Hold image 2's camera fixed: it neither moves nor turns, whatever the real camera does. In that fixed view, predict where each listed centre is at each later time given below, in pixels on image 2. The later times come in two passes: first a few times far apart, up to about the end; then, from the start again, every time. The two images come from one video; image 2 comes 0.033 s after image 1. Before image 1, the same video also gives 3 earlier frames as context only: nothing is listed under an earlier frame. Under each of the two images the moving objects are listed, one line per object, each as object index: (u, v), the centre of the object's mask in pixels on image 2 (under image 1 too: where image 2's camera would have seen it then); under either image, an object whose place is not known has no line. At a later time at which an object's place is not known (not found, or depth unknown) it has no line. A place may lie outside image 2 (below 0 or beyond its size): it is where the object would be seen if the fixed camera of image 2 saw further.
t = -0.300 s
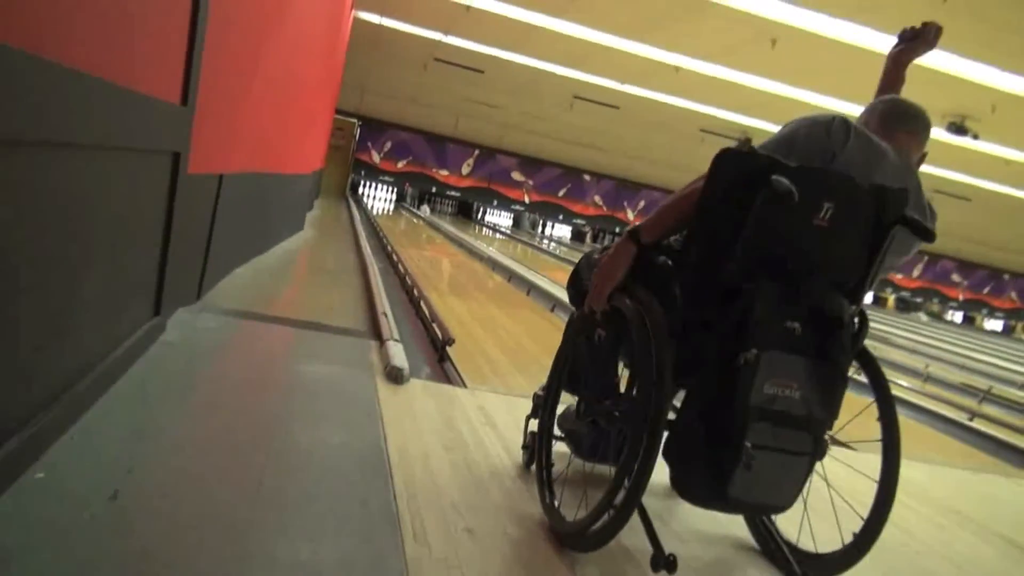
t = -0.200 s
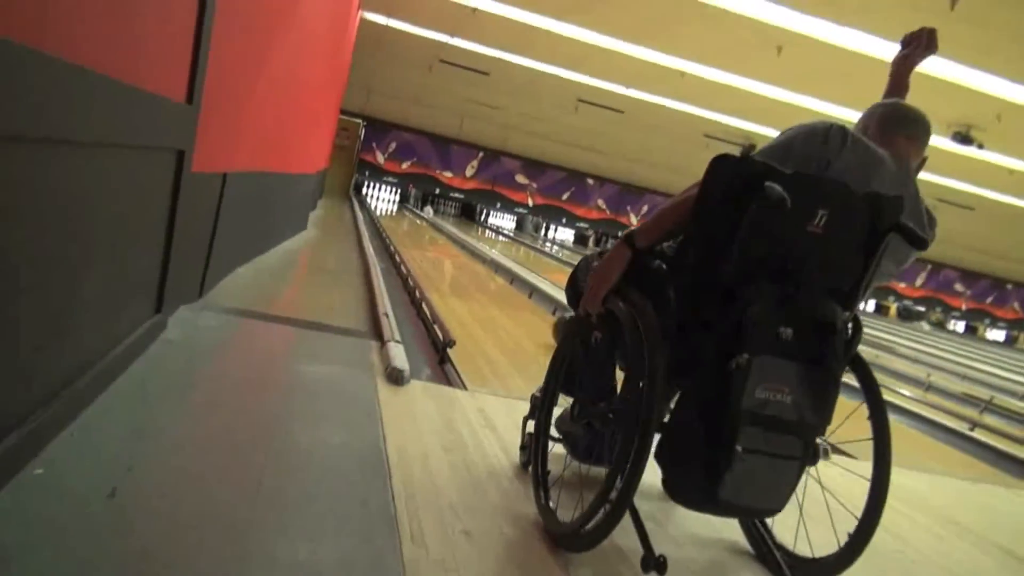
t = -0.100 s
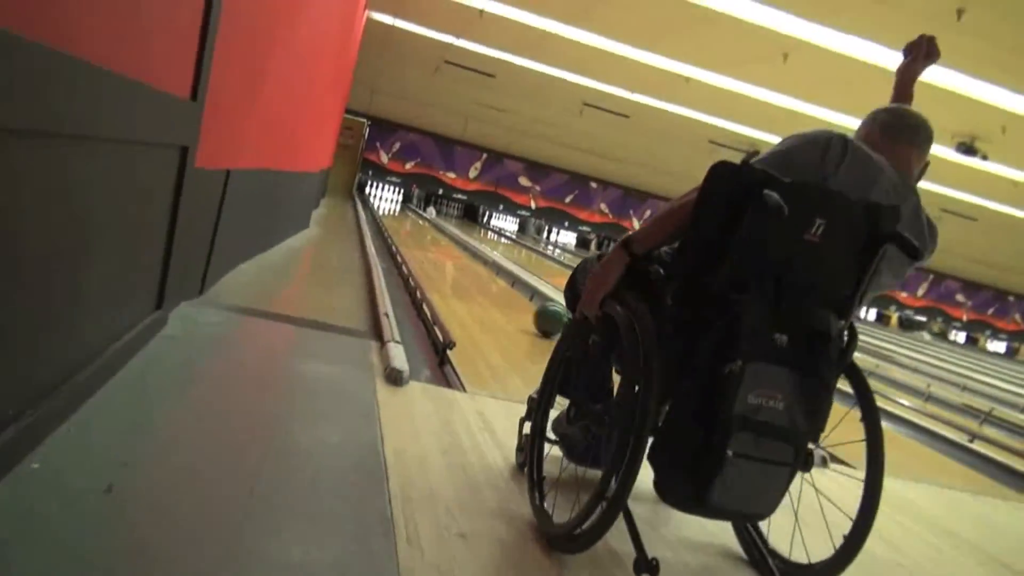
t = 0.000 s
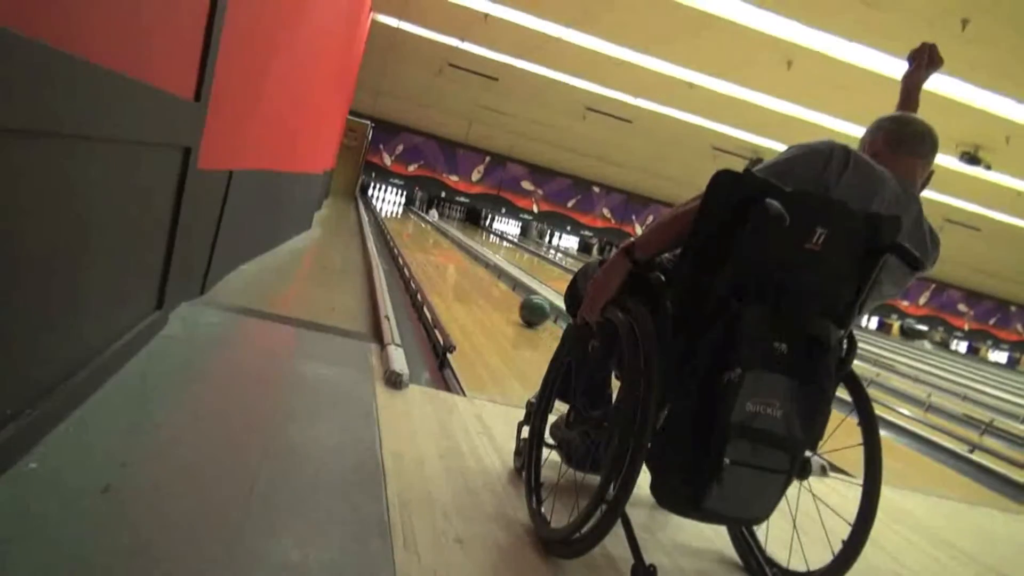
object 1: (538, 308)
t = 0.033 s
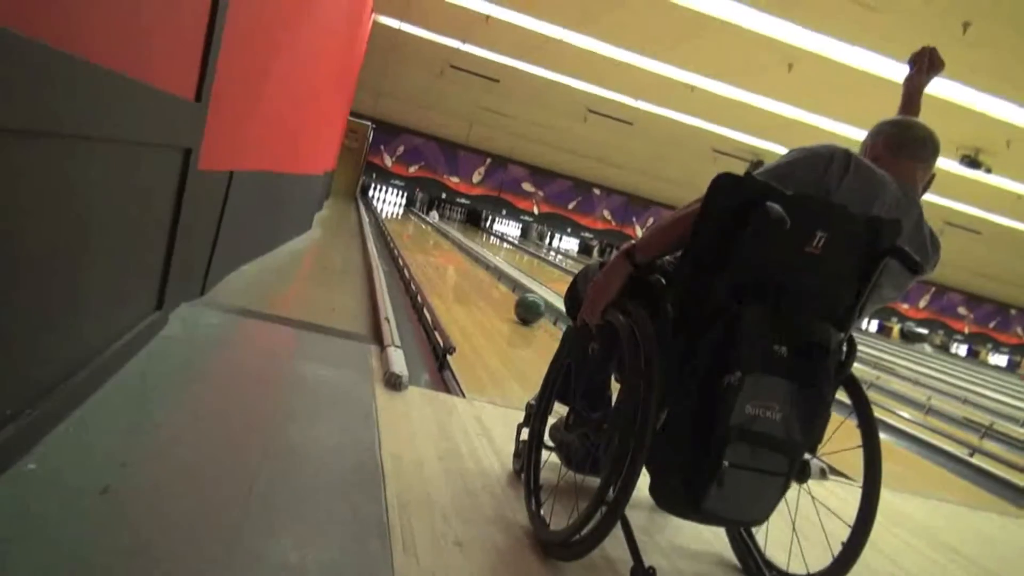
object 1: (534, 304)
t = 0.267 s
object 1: (506, 282)
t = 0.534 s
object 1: (481, 266)
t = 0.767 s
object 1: (467, 254)
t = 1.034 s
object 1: (451, 244)
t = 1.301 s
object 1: (439, 236)
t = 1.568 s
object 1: (431, 231)
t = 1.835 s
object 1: (423, 226)
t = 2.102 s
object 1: (418, 222)
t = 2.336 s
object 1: (412, 218)
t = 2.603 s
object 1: (409, 214)
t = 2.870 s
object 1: (405, 212)
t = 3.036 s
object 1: (403, 210)
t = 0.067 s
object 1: (528, 300)
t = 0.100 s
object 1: (524, 297)
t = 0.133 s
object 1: (521, 295)
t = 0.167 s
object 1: (516, 291)
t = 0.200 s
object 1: (511, 287)
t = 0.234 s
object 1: (508, 285)
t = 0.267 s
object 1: (506, 282)
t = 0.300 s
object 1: (502, 280)
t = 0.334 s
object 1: (497, 277)
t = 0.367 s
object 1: (495, 275)
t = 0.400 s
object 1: (492, 273)
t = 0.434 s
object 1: (489, 271)
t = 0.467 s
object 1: (486, 269)
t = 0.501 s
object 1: (483, 267)
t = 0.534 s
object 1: (481, 266)
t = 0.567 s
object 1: (479, 264)
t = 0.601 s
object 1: (477, 262)
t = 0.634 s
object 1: (474, 260)
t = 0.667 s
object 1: (472, 258)
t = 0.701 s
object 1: (470, 257)
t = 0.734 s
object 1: (468, 255)
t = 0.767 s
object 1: (467, 254)
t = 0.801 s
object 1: (464, 253)
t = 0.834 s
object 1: (461, 252)
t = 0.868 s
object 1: (459, 250)
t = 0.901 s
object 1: (458, 249)
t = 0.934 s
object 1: (456, 247)
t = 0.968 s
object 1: (454, 246)
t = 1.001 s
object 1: (453, 245)
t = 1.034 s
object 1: (451, 244)
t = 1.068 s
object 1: (449, 243)
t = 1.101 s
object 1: (447, 241)
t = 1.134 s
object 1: (445, 241)
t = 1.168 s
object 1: (445, 240)
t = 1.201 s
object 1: (443, 239)
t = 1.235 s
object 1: (442, 238)
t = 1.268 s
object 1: (440, 237)
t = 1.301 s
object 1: (439, 236)
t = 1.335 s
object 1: (438, 236)
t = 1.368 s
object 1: (437, 235)
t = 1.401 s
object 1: (436, 233)
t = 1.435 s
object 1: (435, 233)
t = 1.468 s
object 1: (434, 233)
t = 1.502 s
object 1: (433, 232)
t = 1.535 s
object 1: (432, 231)
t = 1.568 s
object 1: (431, 231)
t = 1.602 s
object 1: (430, 230)
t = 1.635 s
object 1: (429, 229)
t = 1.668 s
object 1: (428, 228)
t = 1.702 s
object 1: (427, 228)
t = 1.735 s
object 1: (426, 228)
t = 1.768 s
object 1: (425, 227)
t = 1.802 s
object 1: (424, 226)
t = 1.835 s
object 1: (423, 226)
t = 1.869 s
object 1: (422, 226)
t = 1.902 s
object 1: (422, 225)
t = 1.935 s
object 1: (421, 225)
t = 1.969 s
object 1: (420, 224)
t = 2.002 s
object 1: (419, 224)
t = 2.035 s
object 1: (419, 223)
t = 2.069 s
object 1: (418, 222)
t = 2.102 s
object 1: (418, 222)
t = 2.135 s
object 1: (417, 222)
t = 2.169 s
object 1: (416, 221)
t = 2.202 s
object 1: (416, 221)
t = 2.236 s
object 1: (414, 221)
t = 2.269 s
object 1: (413, 219)
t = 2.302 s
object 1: (412, 218)
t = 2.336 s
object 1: (412, 218)
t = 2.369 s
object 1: (411, 217)
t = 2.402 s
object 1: (411, 217)
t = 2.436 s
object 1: (410, 216)
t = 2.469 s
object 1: (410, 216)
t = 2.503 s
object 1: (410, 216)
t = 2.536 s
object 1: (408, 216)
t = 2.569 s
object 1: (407, 216)
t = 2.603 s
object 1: (409, 214)
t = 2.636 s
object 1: (408, 214)
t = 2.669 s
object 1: (406, 214)
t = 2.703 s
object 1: (407, 214)
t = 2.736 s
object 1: (407, 213)
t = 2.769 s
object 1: (407, 213)
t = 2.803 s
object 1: (406, 213)
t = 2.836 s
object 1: (406, 212)
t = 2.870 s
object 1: (405, 212)
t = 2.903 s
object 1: (404, 211)
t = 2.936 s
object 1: (406, 211)
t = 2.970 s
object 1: (405, 211)
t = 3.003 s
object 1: (405, 210)
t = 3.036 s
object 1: (403, 210)
